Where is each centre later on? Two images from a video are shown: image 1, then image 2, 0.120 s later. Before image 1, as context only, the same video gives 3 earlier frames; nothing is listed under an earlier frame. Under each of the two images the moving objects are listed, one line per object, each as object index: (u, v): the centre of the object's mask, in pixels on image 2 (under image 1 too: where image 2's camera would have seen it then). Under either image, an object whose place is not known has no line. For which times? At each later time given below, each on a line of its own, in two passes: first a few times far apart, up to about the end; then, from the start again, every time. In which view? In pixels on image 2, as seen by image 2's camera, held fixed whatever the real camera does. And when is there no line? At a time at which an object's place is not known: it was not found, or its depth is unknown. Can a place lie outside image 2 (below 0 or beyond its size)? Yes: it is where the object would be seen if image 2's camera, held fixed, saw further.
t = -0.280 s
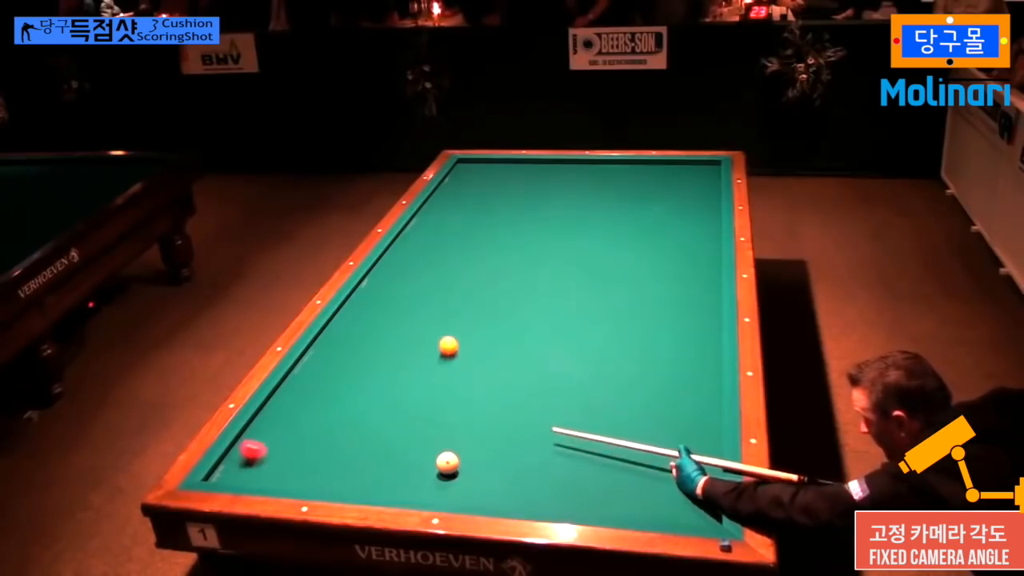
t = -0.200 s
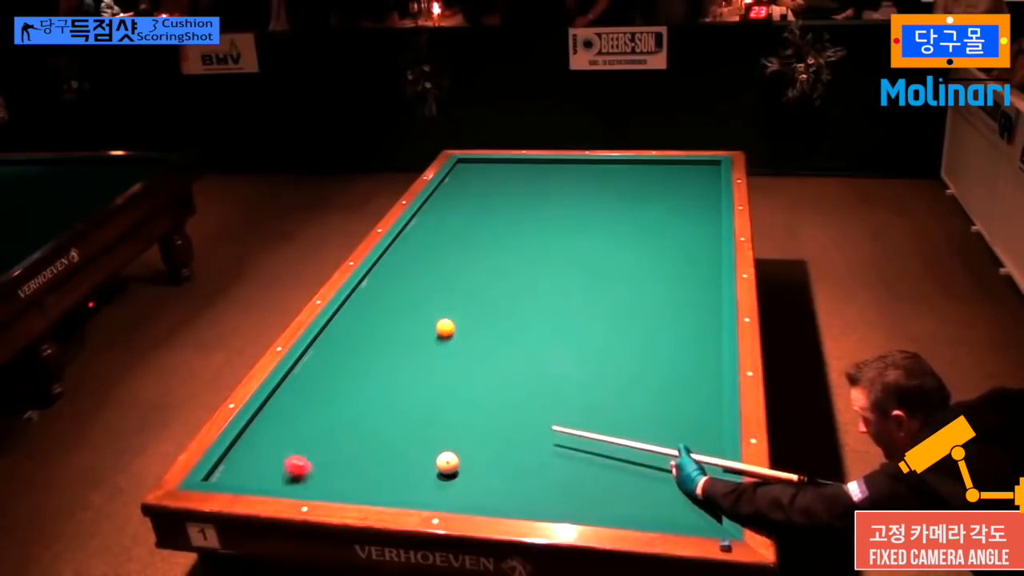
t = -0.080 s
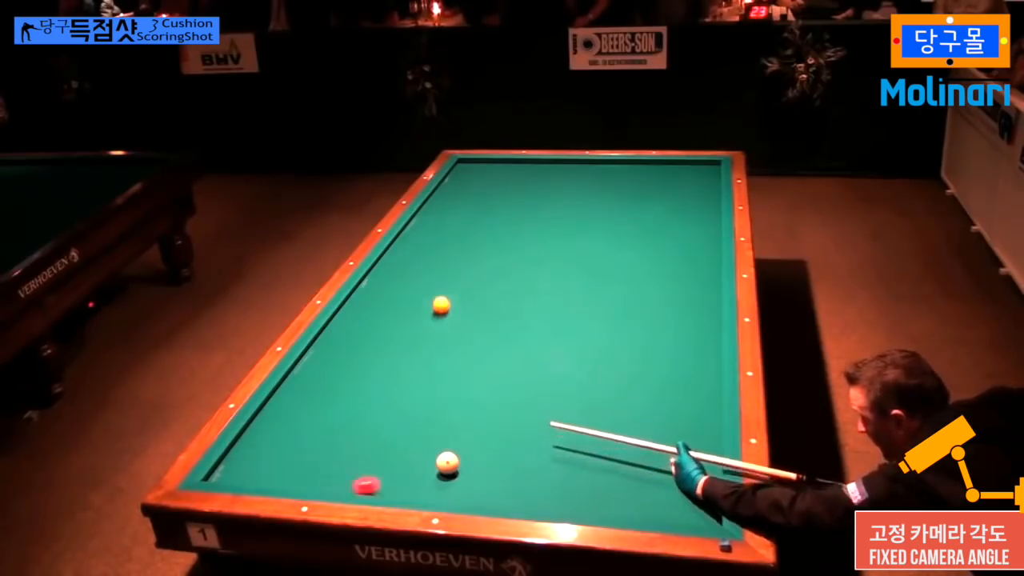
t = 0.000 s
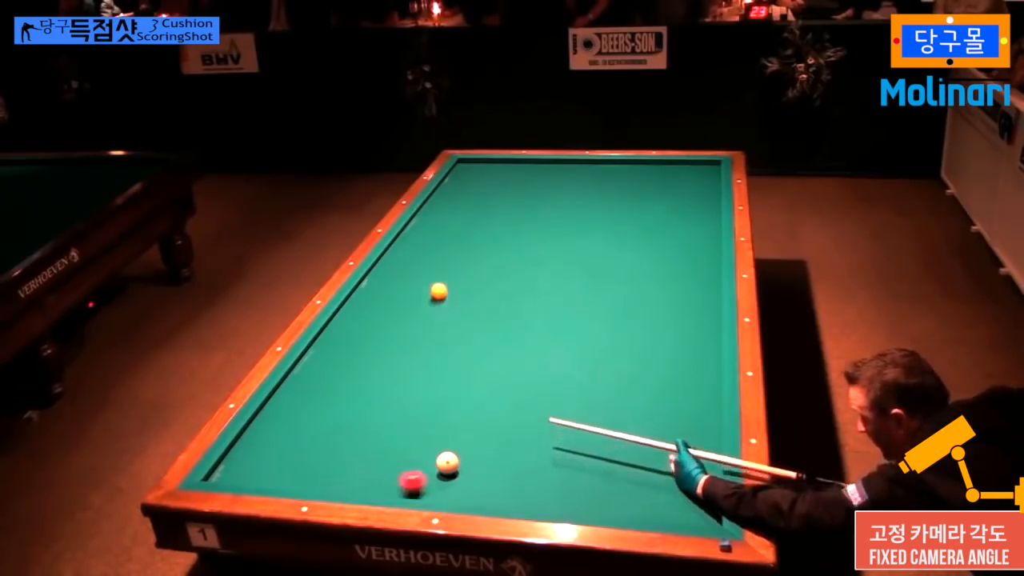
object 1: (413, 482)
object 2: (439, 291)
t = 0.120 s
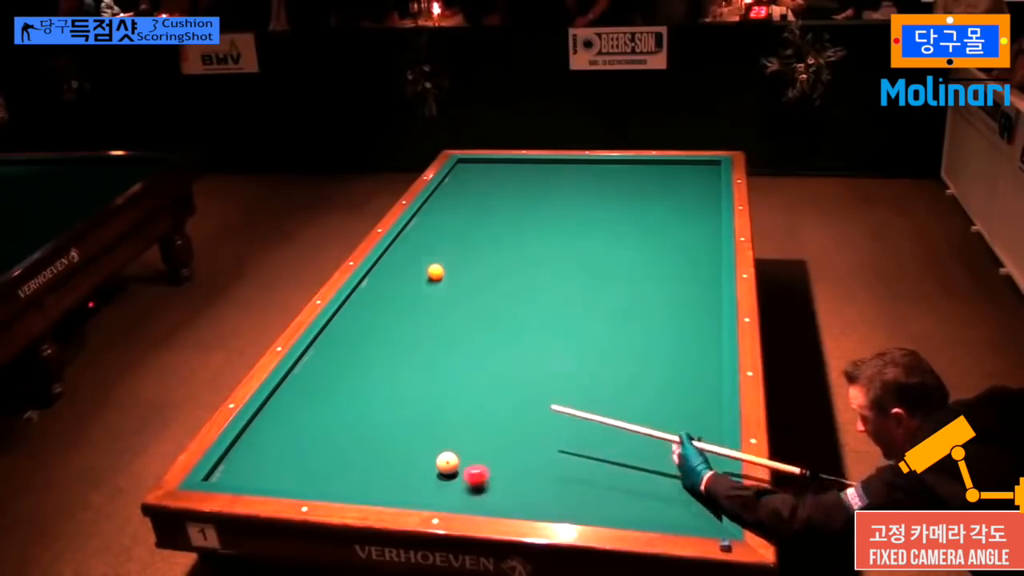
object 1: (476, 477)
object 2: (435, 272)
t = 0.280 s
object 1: (556, 470)
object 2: (431, 249)
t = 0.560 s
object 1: (696, 459)
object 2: (425, 215)
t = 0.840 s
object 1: (633, 422)
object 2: (455, 185)
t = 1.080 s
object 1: (580, 394)
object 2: (483, 162)
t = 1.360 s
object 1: (525, 365)
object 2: (505, 177)
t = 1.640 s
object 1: (477, 340)
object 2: (529, 192)
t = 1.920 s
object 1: (435, 318)
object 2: (556, 209)
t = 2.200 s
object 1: (397, 298)
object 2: (584, 228)
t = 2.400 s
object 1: (373, 285)
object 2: (607, 243)
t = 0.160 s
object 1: (496, 475)
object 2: (434, 266)
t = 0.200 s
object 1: (516, 473)
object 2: (433, 260)
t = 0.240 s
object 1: (536, 472)
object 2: (432, 255)
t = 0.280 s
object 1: (556, 470)
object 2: (431, 249)
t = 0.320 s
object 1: (576, 469)
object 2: (430, 244)
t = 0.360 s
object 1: (596, 467)
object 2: (430, 239)
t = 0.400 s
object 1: (616, 465)
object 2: (428, 234)
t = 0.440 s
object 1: (636, 464)
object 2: (427, 229)
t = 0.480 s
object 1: (656, 463)
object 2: (427, 224)
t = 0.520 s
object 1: (676, 461)
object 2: (426, 219)
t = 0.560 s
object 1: (696, 459)
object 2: (425, 215)
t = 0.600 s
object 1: (710, 457)
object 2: (425, 211)
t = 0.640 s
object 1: (695, 450)
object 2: (427, 206)
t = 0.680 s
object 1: (680, 444)
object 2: (434, 202)
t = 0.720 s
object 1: (667, 438)
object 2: (439, 197)
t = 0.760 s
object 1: (654, 433)
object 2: (444, 193)
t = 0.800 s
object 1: (643, 427)
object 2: (450, 189)
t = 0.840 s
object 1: (633, 422)
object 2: (455, 185)
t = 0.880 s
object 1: (624, 417)
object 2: (460, 181)
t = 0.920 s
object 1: (615, 412)
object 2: (465, 177)
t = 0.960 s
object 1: (605, 408)
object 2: (470, 173)
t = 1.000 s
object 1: (597, 404)
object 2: (474, 170)
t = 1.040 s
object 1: (588, 398)
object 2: (479, 166)
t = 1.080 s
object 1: (580, 394)
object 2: (483, 162)
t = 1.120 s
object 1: (571, 390)
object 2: (487, 161)
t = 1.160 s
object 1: (564, 385)
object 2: (490, 164)
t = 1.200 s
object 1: (556, 381)
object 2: (492, 167)
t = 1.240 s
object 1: (548, 377)
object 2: (496, 169)
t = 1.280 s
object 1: (540, 373)
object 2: (499, 172)
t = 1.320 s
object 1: (533, 369)
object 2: (502, 174)
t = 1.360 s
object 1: (525, 365)
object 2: (505, 177)
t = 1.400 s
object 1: (518, 361)
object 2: (508, 179)
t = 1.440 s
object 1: (511, 357)
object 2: (512, 181)
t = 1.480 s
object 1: (504, 354)
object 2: (515, 183)
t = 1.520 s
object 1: (497, 350)
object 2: (519, 186)
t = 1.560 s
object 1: (490, 347)
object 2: (522, 188)
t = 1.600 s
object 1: (484, 343)
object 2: (526, 190)
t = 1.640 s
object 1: (477, 340)
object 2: (529, 192)
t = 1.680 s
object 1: (471, 336)
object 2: (533, 195)
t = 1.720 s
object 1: (465, 333)
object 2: (536, 197)
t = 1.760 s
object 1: (459, 330)
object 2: (540, 199)
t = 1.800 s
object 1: (453, 327)
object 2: (544, 202)
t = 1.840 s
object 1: (447, 324)
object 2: (548, 204)
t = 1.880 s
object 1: (441, 321)
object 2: (552, 207)
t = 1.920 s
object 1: (435, 318)
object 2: (556, 209)
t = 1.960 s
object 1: (430, 315)
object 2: (559, 212)
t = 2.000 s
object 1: (424, 312)
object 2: (564, 214)
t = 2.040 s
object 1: (419, 309)
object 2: (568, 217)
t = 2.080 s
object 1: (413, 306)
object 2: (572, 219)
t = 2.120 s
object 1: (408, 304)
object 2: (576, 223)
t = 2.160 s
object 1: (402, 301)
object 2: (580, 225)
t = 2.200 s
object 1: (397, 298)
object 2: (584, 228)
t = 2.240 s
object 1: (392, 295)
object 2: (589, 231)
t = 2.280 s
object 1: (387, 293)
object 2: (593, 234)
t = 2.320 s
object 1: (383, 291)
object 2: (598, 237)
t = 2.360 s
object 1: (378, 288)
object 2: (603, 240)
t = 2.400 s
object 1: (373, 285)
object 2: (607, 243)
